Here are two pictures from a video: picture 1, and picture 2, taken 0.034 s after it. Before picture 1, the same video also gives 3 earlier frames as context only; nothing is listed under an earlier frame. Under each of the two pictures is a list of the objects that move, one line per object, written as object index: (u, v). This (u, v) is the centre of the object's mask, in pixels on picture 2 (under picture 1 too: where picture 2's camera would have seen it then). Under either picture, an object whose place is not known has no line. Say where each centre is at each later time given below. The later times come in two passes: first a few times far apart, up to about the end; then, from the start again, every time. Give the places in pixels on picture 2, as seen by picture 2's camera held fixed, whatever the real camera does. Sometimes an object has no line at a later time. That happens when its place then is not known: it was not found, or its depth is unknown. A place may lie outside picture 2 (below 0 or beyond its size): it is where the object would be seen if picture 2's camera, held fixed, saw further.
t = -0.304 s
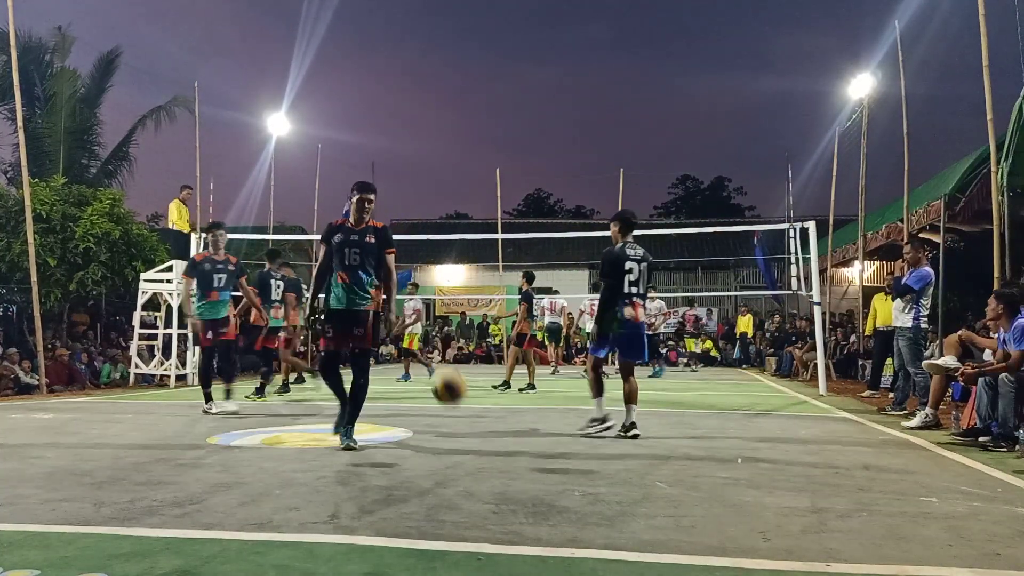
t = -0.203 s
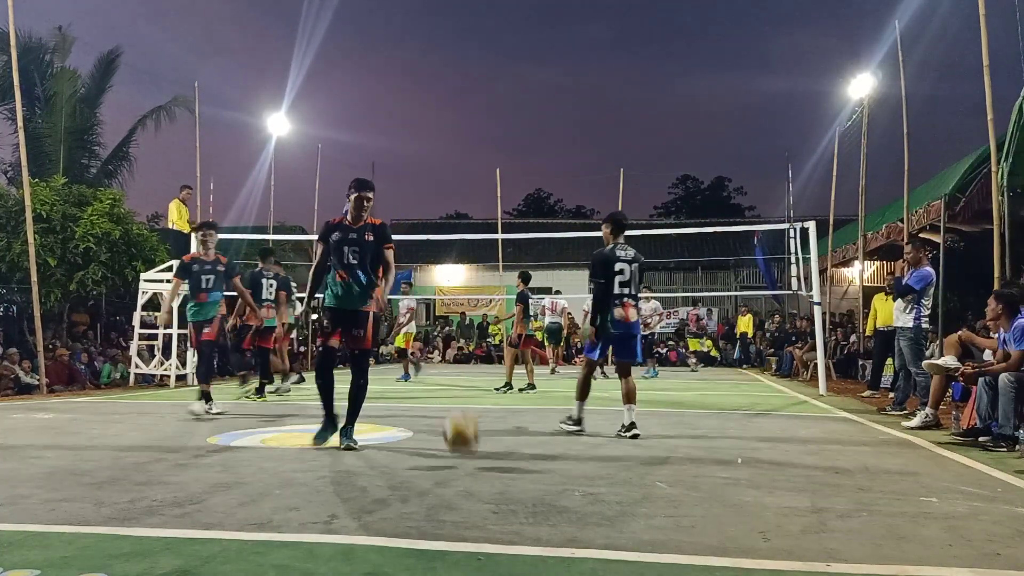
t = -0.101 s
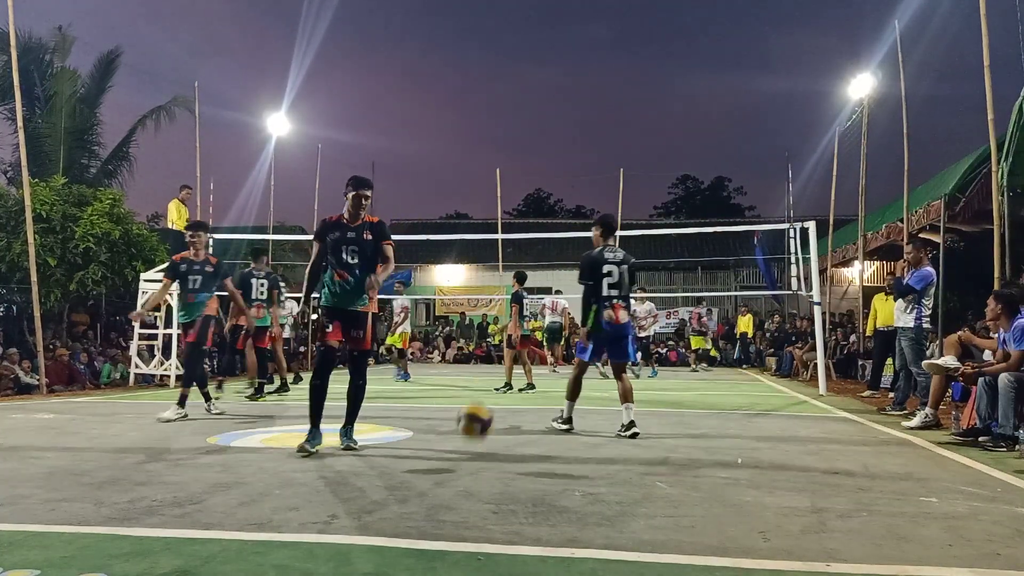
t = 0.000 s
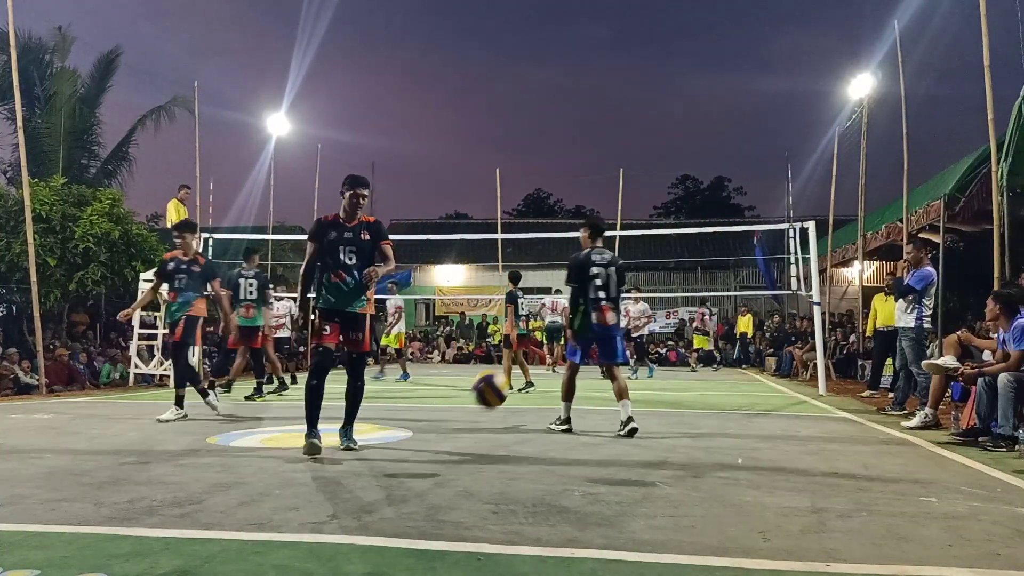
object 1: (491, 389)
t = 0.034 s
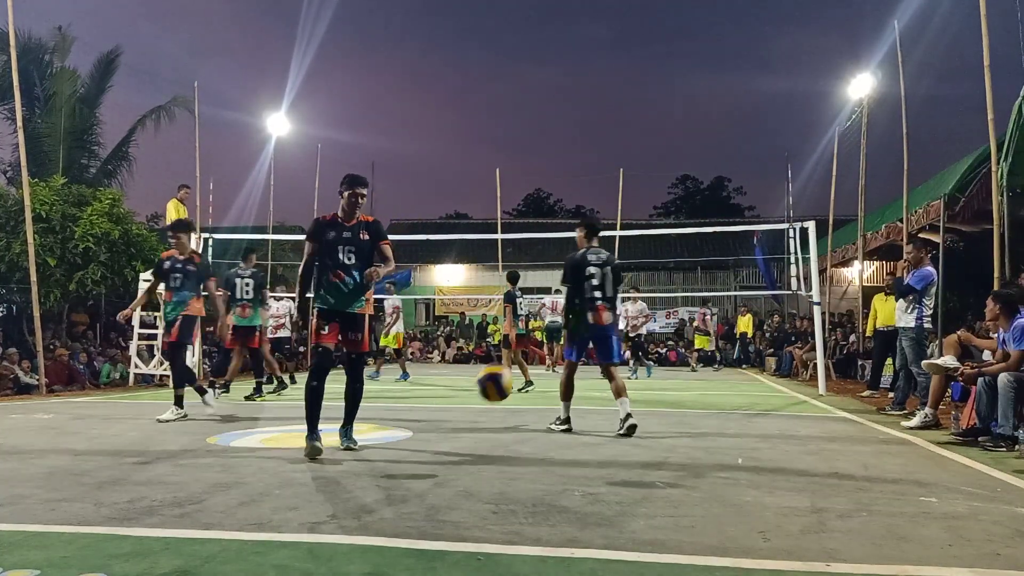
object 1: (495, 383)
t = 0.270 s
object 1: (531, 394)
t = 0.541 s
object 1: (579, 427)
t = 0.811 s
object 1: (633, 413)
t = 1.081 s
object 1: (695, 451)
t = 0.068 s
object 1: (501, 379)
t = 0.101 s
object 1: (506, 376)
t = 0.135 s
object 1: (510, 375)
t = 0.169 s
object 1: (515, 376)
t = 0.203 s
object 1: (520, 379)
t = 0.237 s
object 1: (524, 385)
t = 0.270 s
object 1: (531, 394)
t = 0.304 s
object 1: (536, 404)
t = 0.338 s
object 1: (542, 417)
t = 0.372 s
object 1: (548, 433)
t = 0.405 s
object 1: (555, 452)
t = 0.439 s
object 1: (562, 466)
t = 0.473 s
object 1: (568, 452)
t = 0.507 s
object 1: (574, 438)
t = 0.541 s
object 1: (579, 427)
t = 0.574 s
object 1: (586, 416)
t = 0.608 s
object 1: (591, 409)
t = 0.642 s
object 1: (598, 404)
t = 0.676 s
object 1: (606, 402)
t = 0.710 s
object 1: (612, 400)
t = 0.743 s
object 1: (619, 401)
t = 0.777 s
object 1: (626, 406)
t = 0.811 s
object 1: (633, 413)
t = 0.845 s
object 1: (641, 422)
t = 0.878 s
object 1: (649, 434)
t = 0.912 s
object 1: (657, 448)
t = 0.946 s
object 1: (665, 467)
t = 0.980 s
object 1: (673, 486)
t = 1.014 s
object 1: (680, 476)
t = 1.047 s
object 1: (688, 462)
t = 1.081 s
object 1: (695, 451)
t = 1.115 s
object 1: (703, 442)
